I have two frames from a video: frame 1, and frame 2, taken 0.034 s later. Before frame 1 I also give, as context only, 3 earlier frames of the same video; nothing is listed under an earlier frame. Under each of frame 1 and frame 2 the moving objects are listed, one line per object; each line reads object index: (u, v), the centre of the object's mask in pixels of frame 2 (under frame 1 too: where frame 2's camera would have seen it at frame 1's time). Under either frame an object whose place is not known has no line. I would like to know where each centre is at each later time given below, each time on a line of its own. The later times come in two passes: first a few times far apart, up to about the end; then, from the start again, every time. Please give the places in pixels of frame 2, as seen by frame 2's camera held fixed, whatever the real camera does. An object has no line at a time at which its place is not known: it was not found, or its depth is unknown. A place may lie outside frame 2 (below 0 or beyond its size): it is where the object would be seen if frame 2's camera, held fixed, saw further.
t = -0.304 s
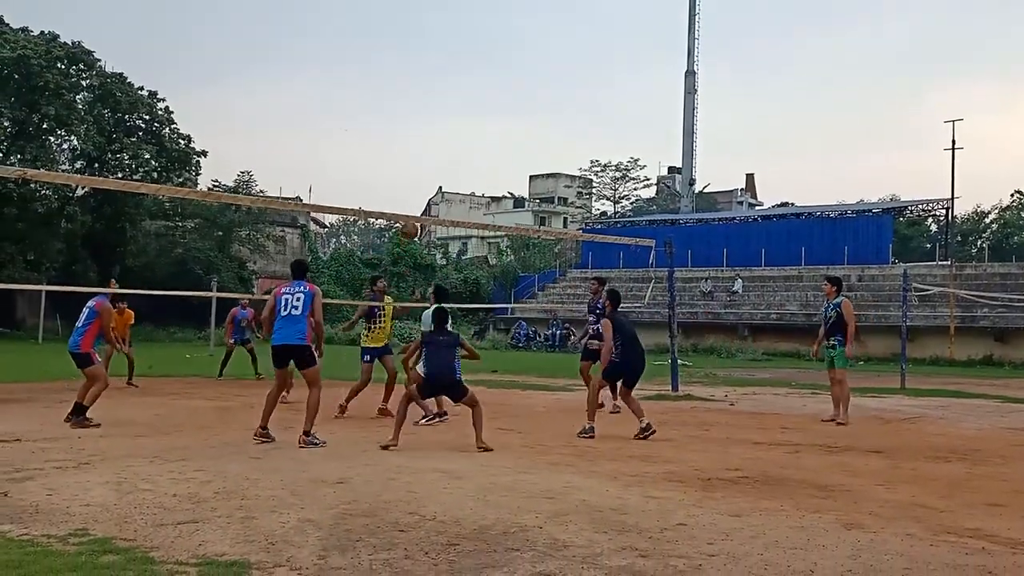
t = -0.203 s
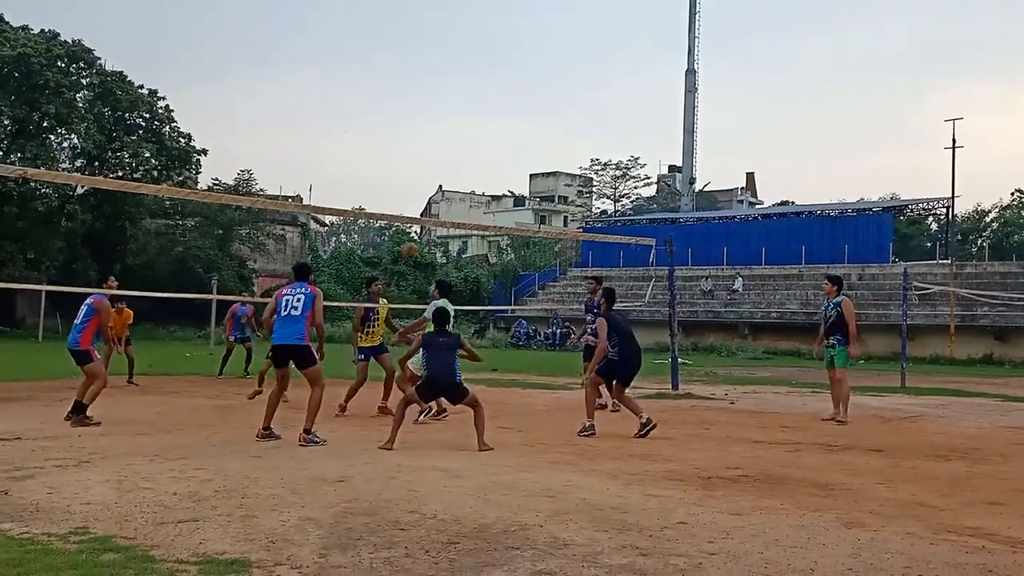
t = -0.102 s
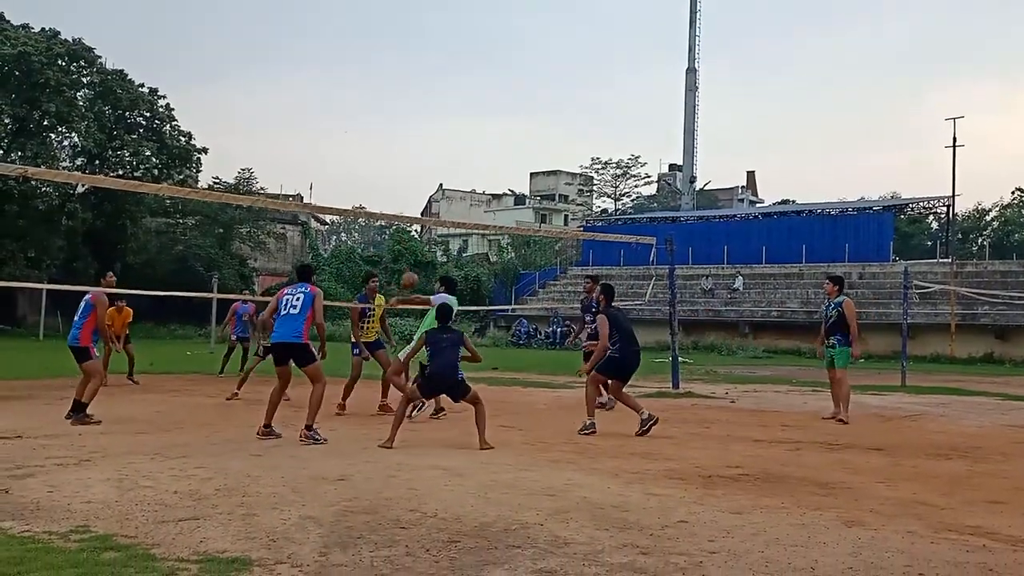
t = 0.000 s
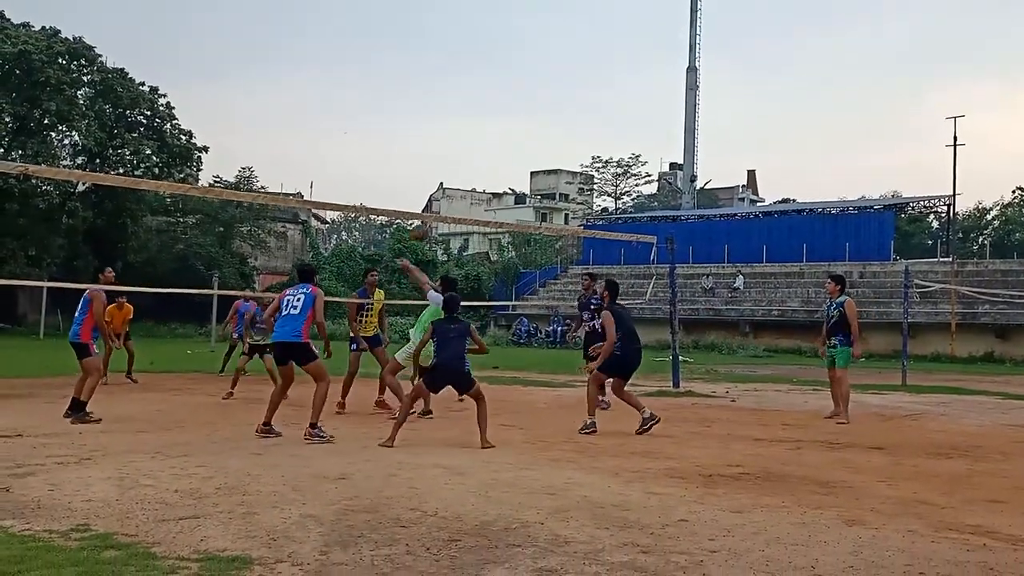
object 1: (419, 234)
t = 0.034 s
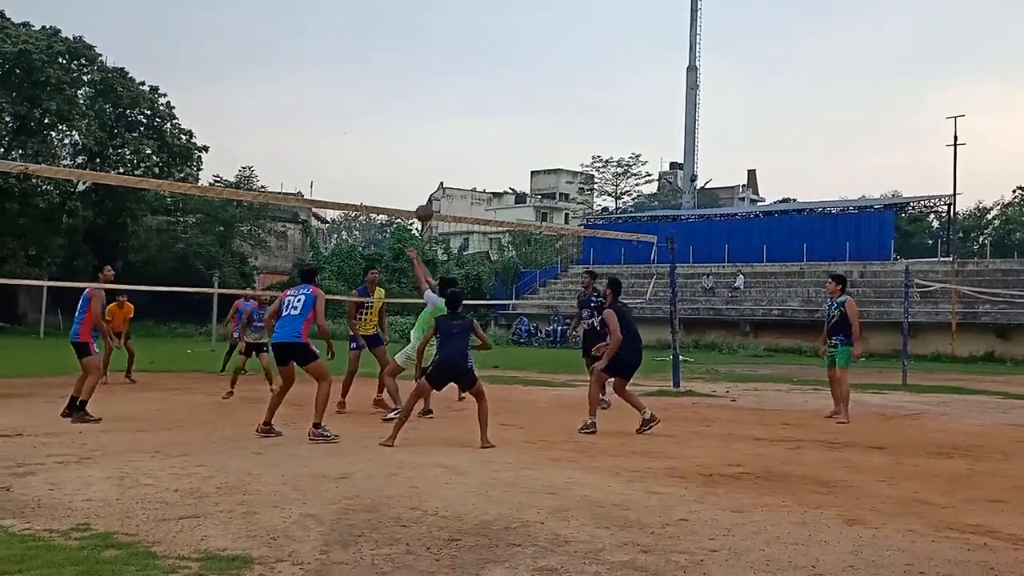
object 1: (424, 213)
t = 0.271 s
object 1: (450, 103)
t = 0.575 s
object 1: (481, 31)
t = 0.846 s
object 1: (505, 35)
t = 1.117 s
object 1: (528, 106)
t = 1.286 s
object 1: (539, 185)
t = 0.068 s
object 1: (427, 195)
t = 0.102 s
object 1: (432, 177)
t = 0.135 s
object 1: (436, 161)
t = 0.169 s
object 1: (440, 145)
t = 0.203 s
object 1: (443, 130)
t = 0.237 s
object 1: (447, 116)
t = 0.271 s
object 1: (450, 103)
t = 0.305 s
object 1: (454, 91)
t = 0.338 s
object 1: (457, 81)
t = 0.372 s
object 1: (461, 70)
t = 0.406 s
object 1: (464, 61)
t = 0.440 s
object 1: (468, 53)
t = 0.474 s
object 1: (471, 46)
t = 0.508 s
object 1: (474, 40)
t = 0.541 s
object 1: (478, 35)
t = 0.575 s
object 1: (481, 31)
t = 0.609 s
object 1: (484, 28)
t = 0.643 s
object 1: (487, 26)
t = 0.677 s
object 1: (490, 25)
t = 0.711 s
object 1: (494, 25)
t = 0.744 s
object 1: (496, 26)
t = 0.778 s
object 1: (500, 28)
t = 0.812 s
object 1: (502, 31)
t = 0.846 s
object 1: (505, 35)
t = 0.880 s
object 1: (508, 40)
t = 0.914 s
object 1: (511, 46)
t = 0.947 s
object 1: (514, 54)
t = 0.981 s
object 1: (517, 62)
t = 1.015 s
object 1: (520, 71)
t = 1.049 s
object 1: (522, 82)
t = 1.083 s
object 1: (525, 93)
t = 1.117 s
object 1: (528, 106)
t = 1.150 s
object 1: (530, 119)
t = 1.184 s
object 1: (532, 134)
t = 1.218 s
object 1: (535, 150)
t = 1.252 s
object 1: (537, 166)
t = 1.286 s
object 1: (539, 185)
